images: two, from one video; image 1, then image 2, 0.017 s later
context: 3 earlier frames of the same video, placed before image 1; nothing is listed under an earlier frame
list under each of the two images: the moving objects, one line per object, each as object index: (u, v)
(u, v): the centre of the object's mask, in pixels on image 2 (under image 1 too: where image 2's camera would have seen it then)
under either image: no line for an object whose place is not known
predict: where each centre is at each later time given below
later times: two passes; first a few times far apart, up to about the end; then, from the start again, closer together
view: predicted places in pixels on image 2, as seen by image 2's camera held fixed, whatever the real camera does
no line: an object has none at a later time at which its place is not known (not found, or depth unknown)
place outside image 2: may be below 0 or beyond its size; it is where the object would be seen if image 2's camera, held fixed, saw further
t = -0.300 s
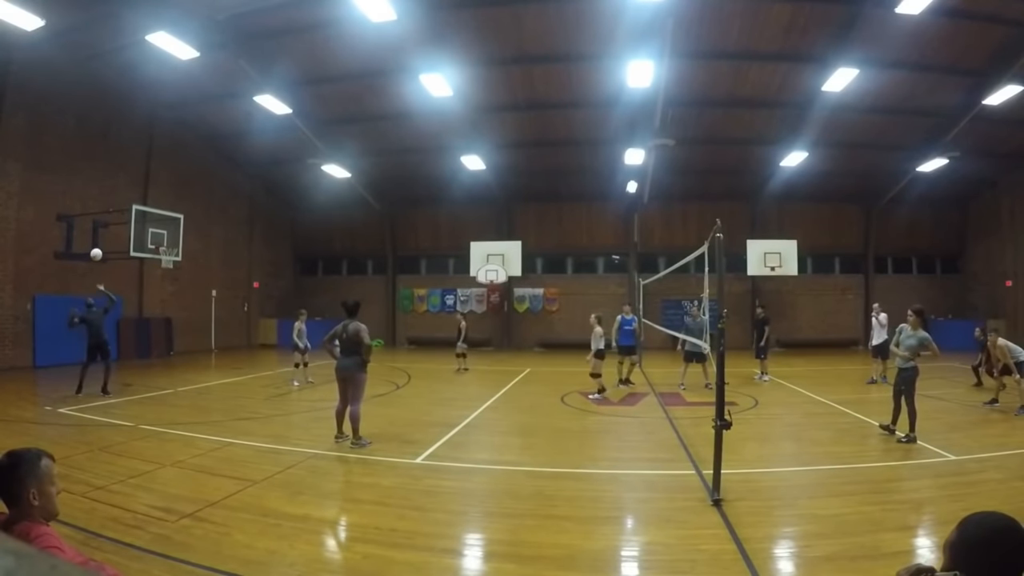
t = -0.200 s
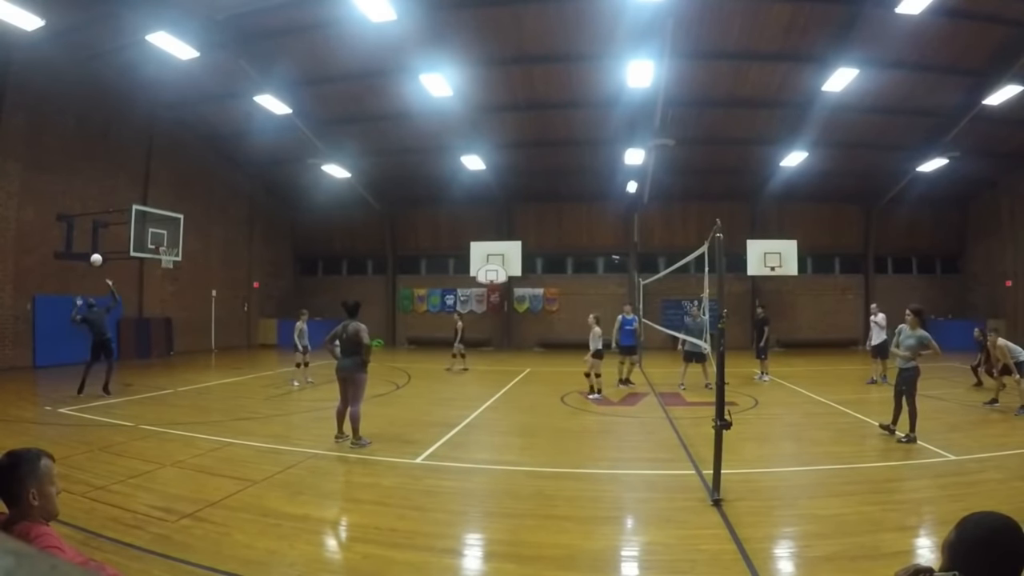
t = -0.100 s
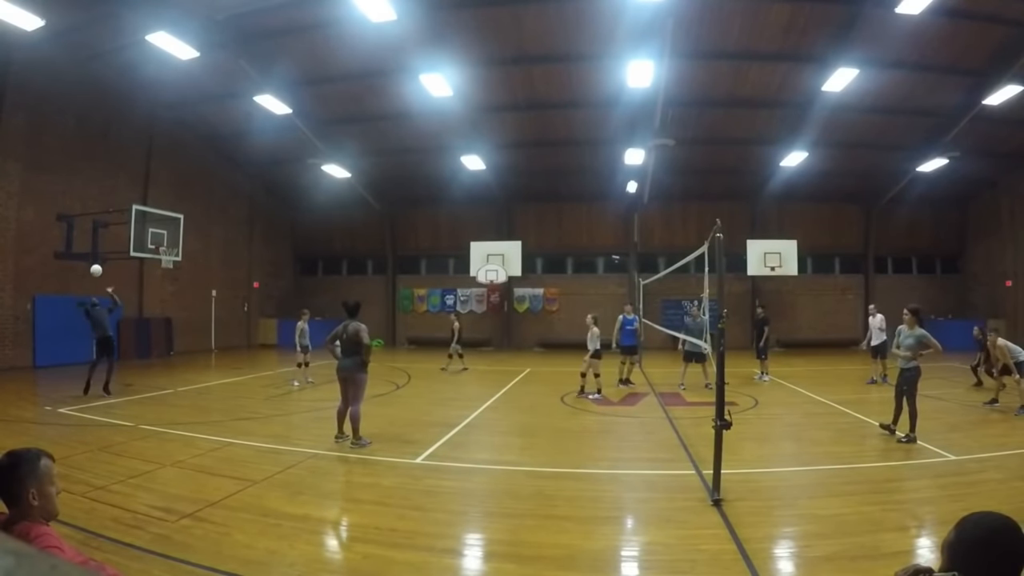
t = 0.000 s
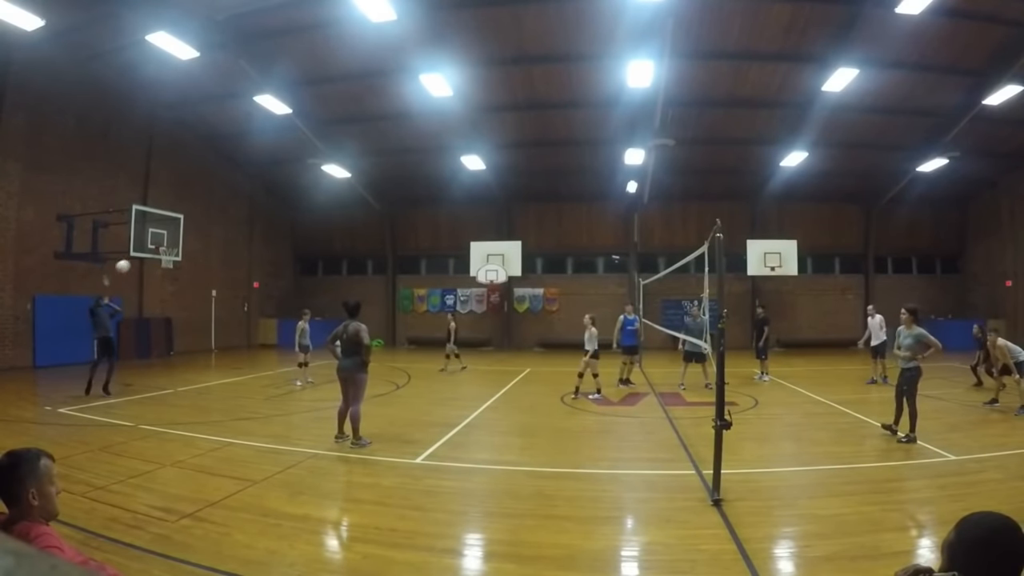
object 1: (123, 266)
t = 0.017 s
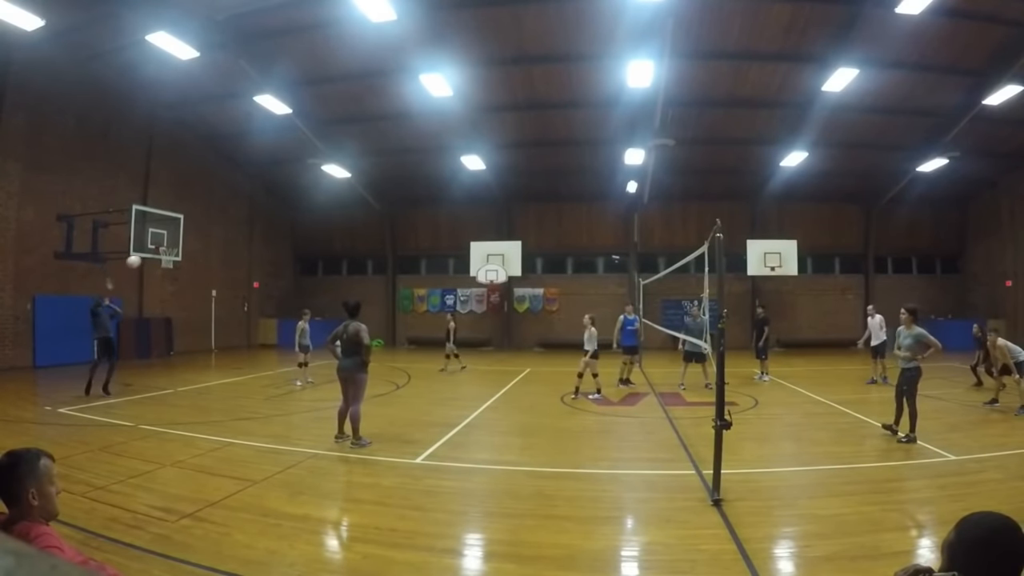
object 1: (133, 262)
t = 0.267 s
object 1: (322, 201)
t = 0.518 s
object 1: (542, 186)
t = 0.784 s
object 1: (761, 226)
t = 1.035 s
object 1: (919, 300)
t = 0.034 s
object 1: (145, 256)
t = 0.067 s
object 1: (168, 248)
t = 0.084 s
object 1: (180, 242)
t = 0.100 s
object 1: (192, 237)
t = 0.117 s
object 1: (204, 233)
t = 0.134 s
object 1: (217, 229)
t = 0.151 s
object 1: (229, 225)
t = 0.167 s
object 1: (242, 221)
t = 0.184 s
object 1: (255, 217)
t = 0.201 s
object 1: (268, 213)
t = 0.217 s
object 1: (281, 210)
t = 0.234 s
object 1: (295, 207)
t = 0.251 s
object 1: (309, 204)
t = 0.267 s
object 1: (322, 201)
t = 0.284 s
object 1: (337, 198)
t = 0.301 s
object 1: (350, 196)
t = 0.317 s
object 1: (365, 193)
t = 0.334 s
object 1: (379, 192)
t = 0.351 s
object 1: (394, 190)
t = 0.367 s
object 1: (408, 189)
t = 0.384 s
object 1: (423, 187)
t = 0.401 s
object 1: (438, 186)
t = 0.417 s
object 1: (453, 186)
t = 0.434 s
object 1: (467, 185)
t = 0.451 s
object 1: (483, 184)
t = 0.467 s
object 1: (497, 184)
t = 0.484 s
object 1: (512, 185)
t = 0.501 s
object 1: (527, 185)
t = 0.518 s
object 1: (542, 186)
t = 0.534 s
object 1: (556, 187)
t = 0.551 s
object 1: (571, 188)
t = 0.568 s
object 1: (586, 189)
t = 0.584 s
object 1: (600, 191)
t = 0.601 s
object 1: (614, 193)
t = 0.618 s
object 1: (628, 195)
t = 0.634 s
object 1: (643, 197)
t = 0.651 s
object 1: (656, 199)
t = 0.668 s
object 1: (670, 202)
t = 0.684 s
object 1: (684, 205)
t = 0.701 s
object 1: (697, 208)
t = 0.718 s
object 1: (710, 211)
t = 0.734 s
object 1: (723, 214)
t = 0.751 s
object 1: (736, 218)
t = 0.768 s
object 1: (749, 222)
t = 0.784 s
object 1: (761, 226)
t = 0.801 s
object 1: (773, 230)
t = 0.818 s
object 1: (785, 233)
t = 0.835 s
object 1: (797, 238)
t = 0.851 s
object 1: (808, 242)
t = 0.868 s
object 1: (820, 248)
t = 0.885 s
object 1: (831, 252)
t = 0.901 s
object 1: (842, 257)
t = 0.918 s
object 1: (852, 263)
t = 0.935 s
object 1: (862, 268)
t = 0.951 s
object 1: (873, 273)
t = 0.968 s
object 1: (883, 278)
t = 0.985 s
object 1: (892, 284)
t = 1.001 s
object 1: (901, 289)
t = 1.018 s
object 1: (910, 295)
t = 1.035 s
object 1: (919, 300)
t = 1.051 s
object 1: (928, 305)
